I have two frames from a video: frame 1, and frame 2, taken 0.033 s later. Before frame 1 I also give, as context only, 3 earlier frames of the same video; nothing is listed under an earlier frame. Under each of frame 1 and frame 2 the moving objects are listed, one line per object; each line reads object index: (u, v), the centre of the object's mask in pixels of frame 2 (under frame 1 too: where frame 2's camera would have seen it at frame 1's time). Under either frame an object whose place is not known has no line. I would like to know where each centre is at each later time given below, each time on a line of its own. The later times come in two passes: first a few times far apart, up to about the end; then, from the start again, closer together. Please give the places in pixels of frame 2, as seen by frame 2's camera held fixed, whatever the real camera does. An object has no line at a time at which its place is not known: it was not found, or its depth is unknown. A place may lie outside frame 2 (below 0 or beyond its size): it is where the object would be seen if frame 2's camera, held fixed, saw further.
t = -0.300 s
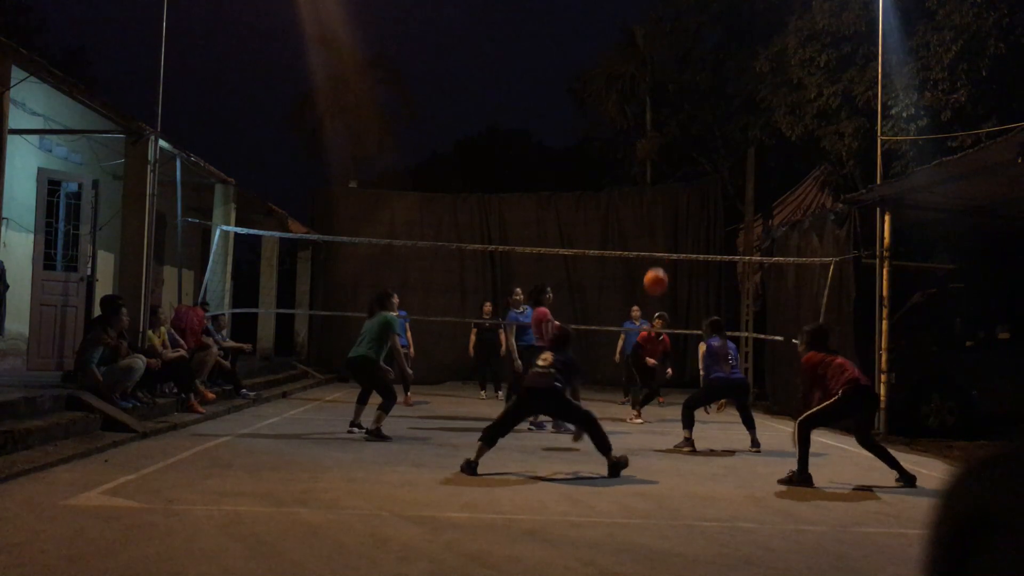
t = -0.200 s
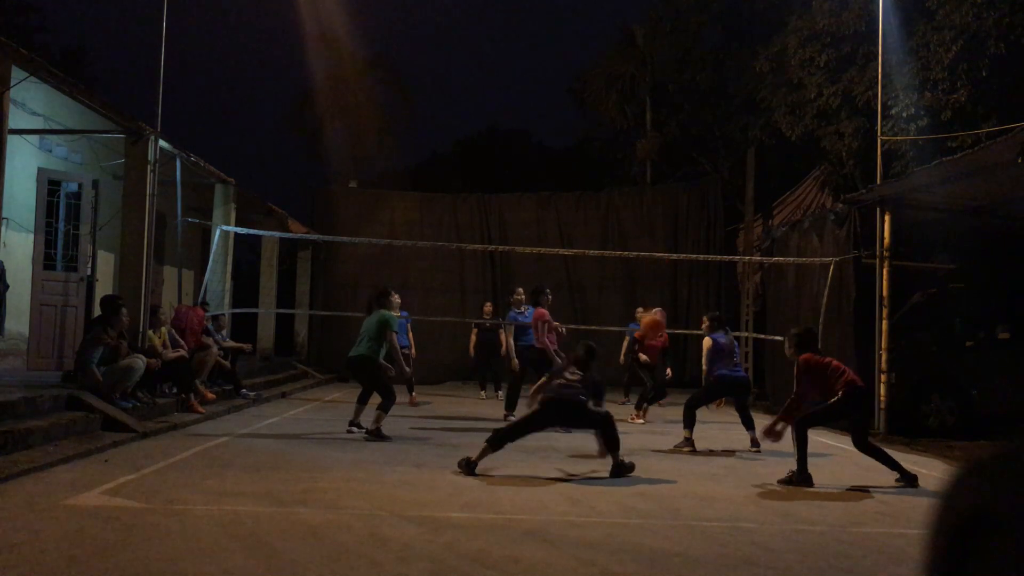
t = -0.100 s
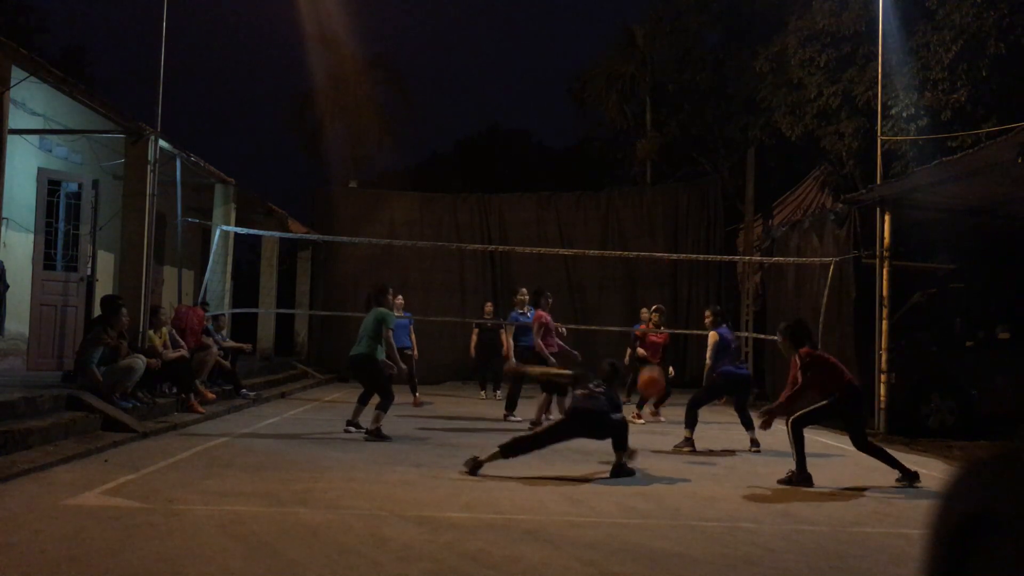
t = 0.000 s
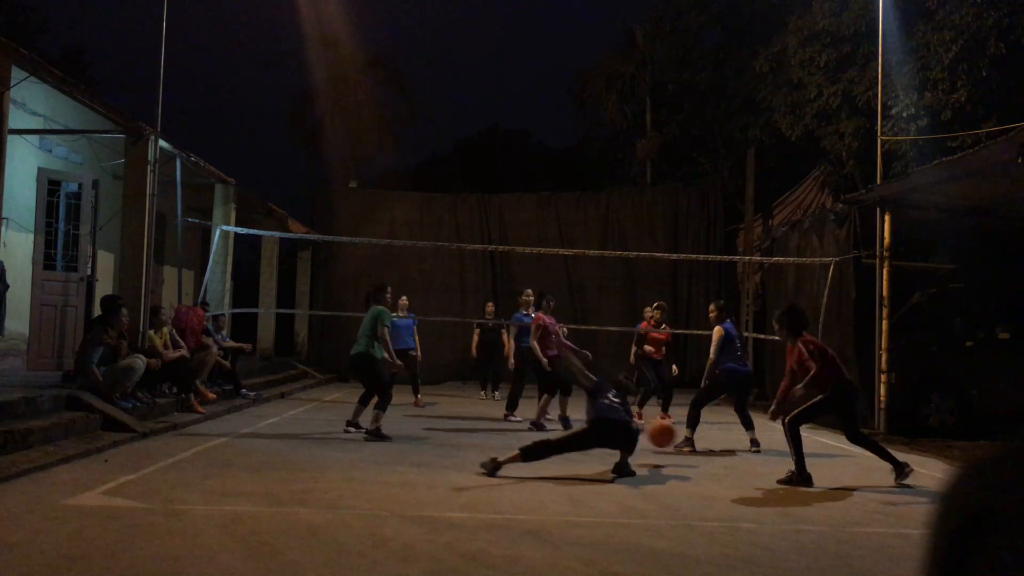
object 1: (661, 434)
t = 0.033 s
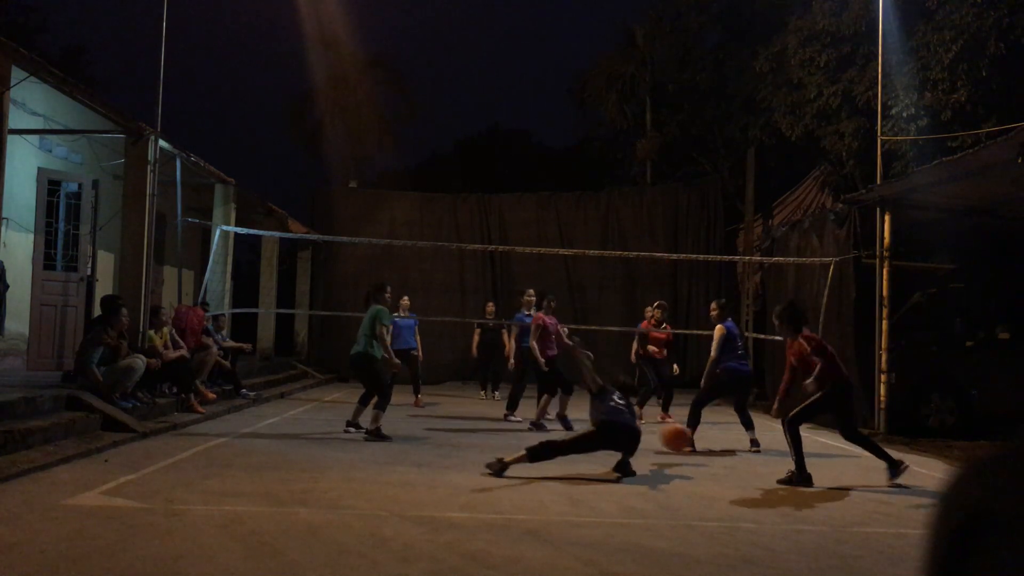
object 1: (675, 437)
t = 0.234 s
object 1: (744, 434)
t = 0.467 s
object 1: (813, 446)
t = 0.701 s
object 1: (874, 442)
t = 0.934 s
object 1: (933, 440)
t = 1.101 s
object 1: (972, 451)
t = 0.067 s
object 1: (688, 442)
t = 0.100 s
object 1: (703, 448)
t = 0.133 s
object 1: (715, 448)
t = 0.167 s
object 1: (725, 443)
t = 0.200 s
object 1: (734, 438)
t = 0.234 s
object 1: (744, 434)
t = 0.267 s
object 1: (753, 431)
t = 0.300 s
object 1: (762, 430)
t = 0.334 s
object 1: (772, 431)
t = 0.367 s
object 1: (777, 432)
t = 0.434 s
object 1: (808, 439)
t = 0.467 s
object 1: (813, 446)
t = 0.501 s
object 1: (819, 449)
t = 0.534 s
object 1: (825, 446)
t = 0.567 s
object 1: (831, 445)
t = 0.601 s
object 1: (855, 440)
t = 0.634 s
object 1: (860, 440)
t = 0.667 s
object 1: (866, 441)
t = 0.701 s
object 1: (874, 442)
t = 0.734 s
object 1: (883, 445)
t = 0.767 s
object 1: (892, 448)
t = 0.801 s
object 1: (901, 447)
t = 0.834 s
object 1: (910, 444)
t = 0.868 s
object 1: (917, 442)
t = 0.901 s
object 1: (926, 441)
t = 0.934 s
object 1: (933, 440)
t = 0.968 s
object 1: (941, 441)
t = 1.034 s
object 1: (959, 447)
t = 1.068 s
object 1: (965, 449)
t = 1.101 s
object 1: (972, 451)
